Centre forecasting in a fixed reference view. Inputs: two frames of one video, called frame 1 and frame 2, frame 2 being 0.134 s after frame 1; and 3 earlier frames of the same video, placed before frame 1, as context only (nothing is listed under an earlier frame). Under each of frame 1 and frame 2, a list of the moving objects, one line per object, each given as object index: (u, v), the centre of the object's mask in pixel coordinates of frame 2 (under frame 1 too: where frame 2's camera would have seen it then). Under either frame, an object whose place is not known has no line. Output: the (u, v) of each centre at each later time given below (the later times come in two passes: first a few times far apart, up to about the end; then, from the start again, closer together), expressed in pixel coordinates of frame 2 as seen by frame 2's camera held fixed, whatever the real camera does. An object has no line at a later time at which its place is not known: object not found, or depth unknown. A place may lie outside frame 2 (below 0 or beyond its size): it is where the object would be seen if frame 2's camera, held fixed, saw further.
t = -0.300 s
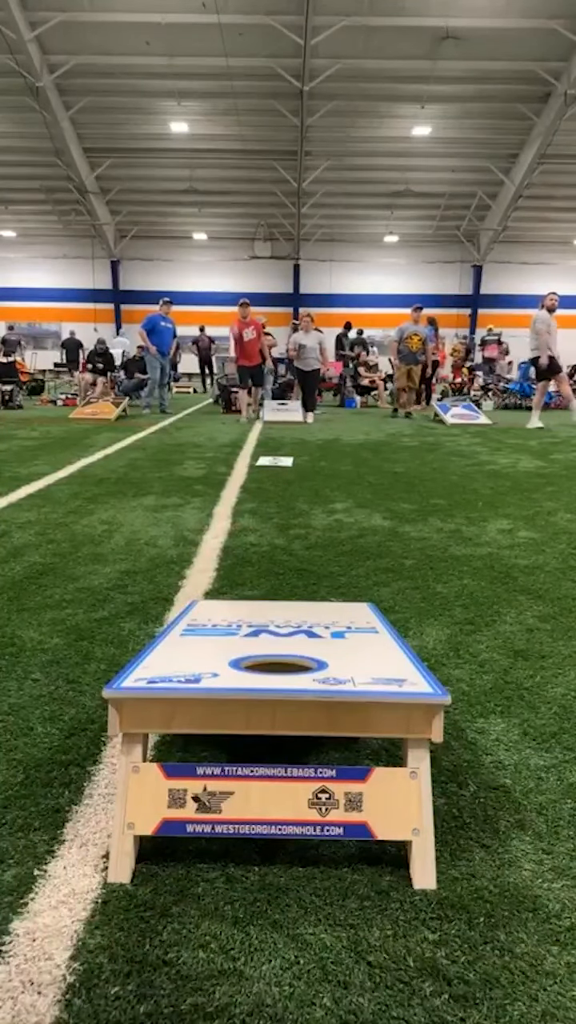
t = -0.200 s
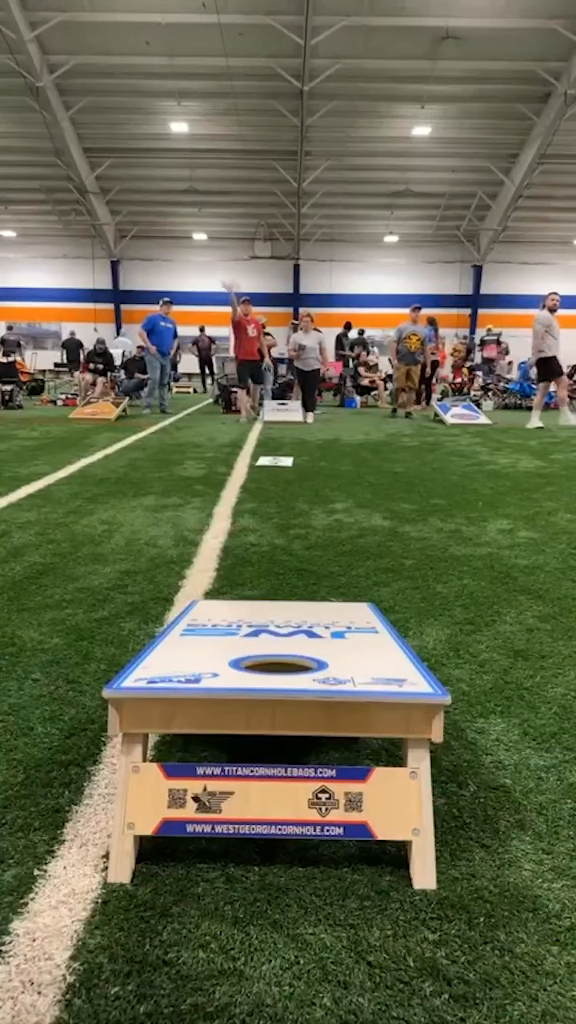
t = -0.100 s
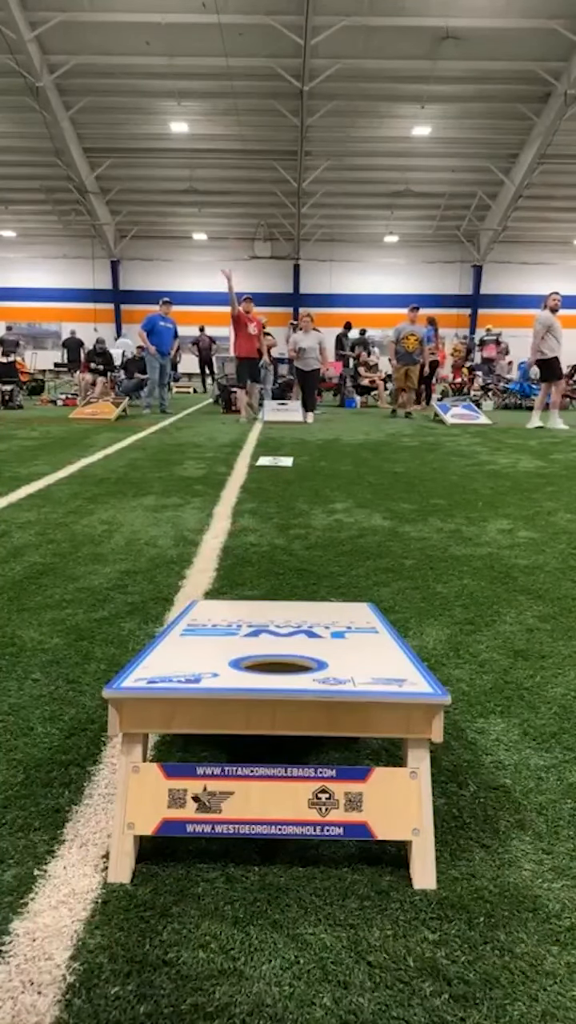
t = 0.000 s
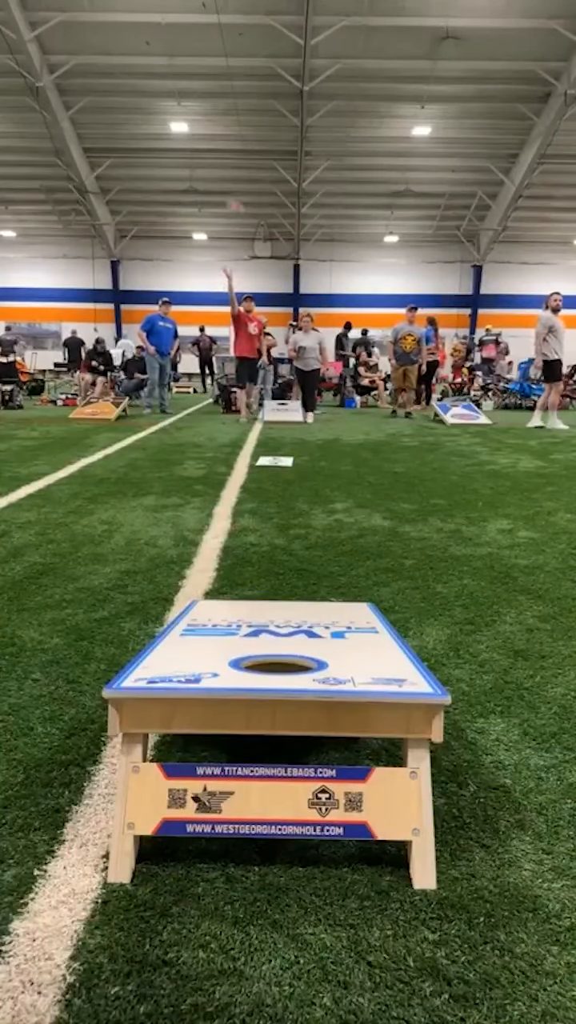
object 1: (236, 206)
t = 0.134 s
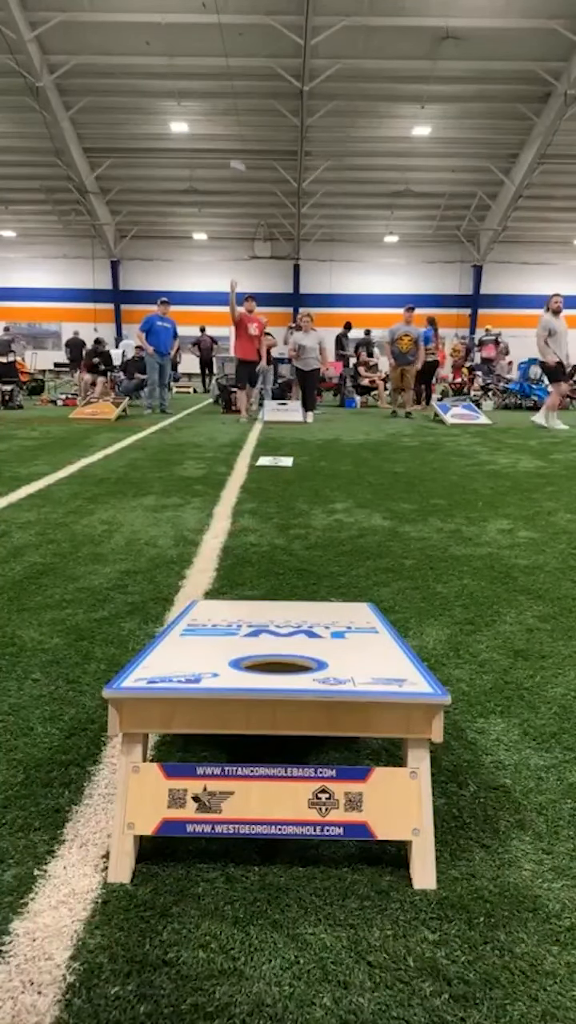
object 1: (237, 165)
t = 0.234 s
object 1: (236, 141)
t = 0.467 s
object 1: (234, 133)
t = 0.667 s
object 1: (234, 228)
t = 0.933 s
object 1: (232, 619)
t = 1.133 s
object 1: (236, 660)
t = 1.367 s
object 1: (256, 667)
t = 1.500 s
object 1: (257, 668)
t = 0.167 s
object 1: (235, 156)
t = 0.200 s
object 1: (235, 148)
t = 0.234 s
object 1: (236, 141)
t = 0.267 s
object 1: (234, 136)
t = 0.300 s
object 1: (232, 130)
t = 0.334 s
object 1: (234, 128)
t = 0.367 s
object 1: (235, 127)
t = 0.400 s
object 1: (236, 128)
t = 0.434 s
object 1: (235, 129)
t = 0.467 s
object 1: (234, 133)
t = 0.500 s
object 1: (235, 141)
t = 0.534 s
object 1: (234, 150)
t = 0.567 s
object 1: (233, 163)
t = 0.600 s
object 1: (234, 180)
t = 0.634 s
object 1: (238, 203)
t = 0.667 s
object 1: (234, 228)
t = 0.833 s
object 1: (219, 464)
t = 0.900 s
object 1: (235, 618)
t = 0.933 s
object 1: (232, 619)
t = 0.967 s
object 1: (233, 623)
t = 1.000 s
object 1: (234, 632)
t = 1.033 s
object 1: (235, 639)
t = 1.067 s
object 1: (234, 647)
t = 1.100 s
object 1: (234, 655)
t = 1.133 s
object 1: (236, 660)
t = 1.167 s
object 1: (241, 663)
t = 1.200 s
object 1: (245, 664)
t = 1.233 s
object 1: (250, 665)
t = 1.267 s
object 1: (254, 665)
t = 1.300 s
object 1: (255, 666)
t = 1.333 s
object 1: (256, 666)
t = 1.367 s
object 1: (256, 667)
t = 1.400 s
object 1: (257, 667)
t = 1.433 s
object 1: (257, 667)
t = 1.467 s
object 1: (257, 667)
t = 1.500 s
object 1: (257, 668)
